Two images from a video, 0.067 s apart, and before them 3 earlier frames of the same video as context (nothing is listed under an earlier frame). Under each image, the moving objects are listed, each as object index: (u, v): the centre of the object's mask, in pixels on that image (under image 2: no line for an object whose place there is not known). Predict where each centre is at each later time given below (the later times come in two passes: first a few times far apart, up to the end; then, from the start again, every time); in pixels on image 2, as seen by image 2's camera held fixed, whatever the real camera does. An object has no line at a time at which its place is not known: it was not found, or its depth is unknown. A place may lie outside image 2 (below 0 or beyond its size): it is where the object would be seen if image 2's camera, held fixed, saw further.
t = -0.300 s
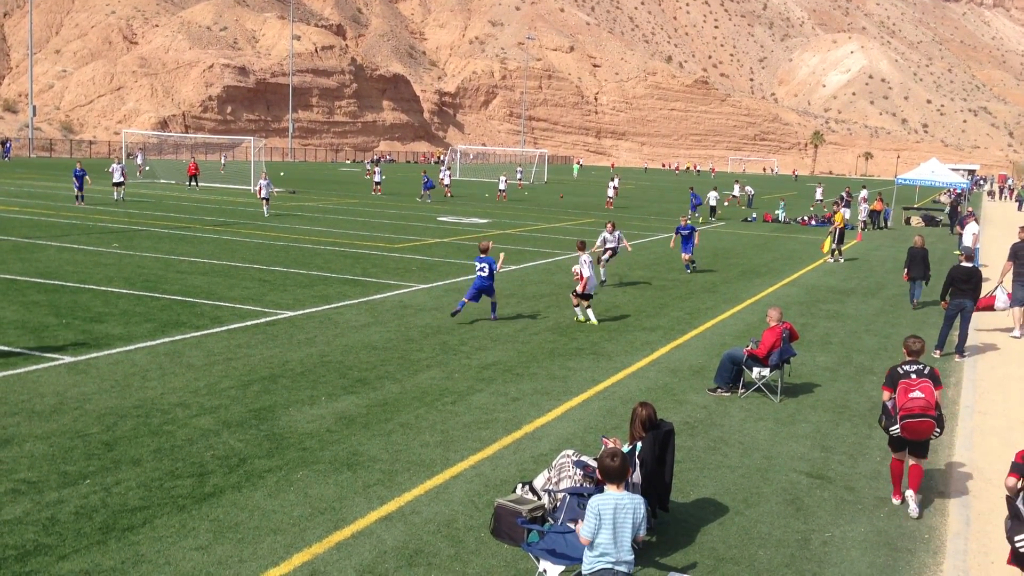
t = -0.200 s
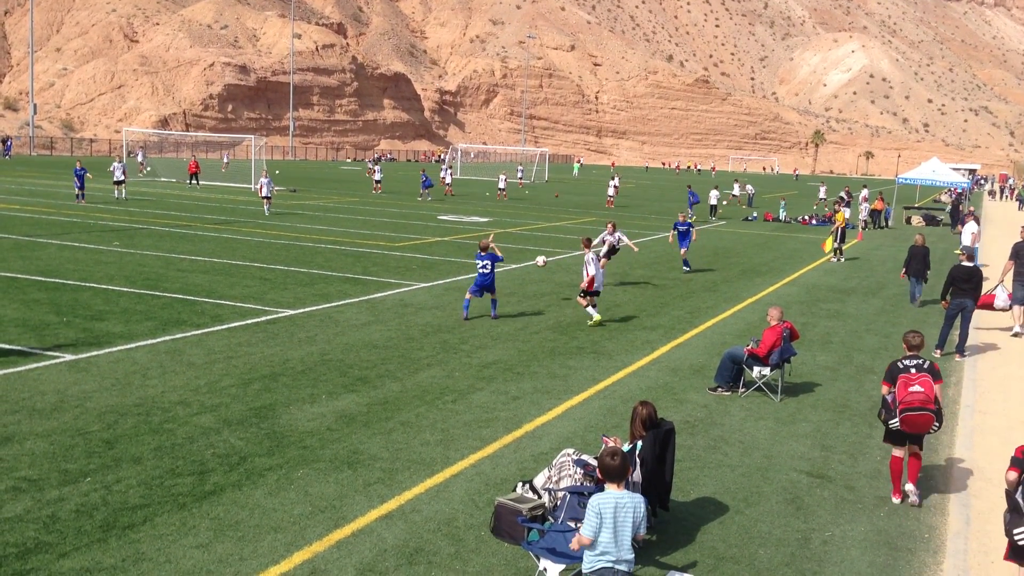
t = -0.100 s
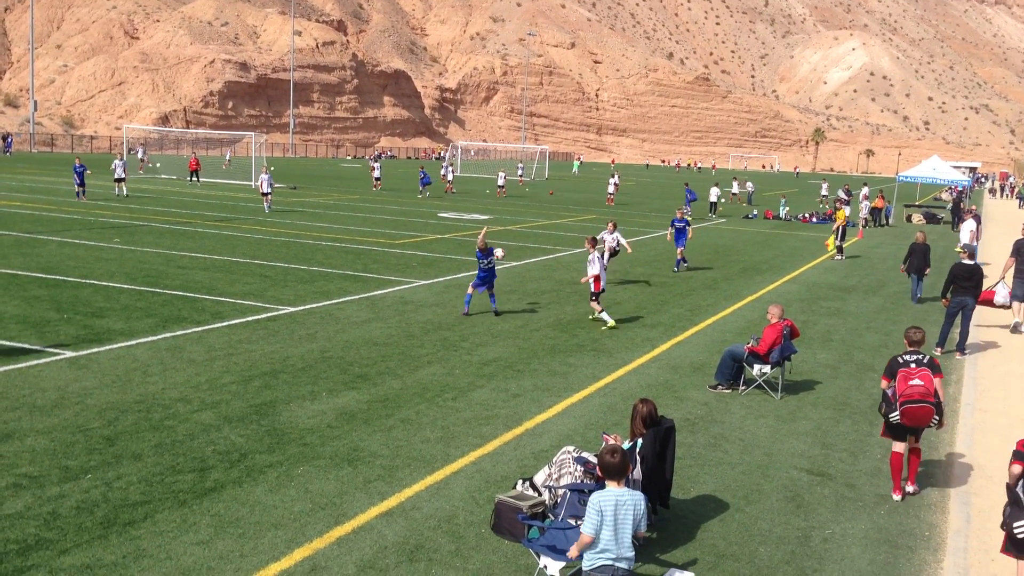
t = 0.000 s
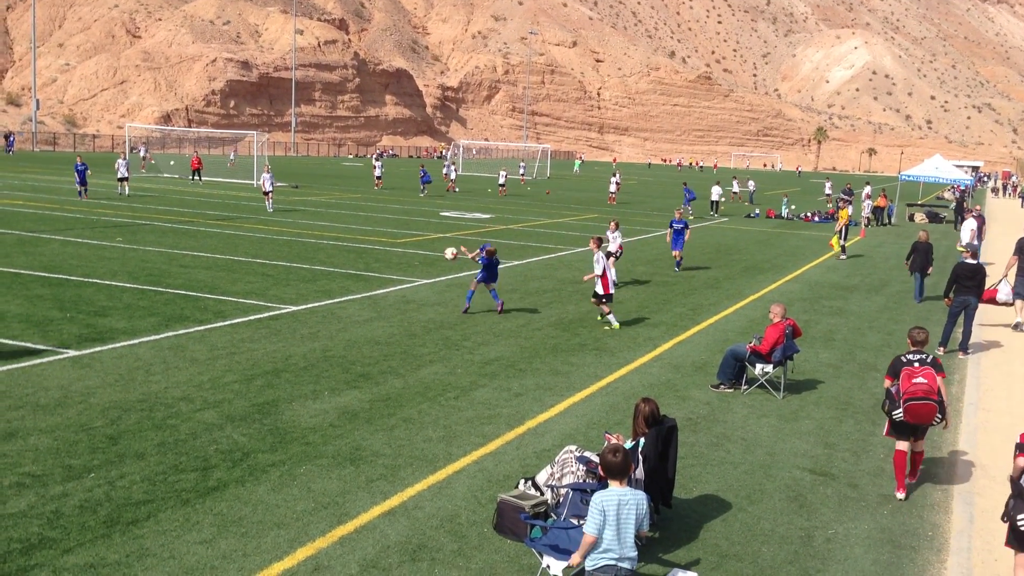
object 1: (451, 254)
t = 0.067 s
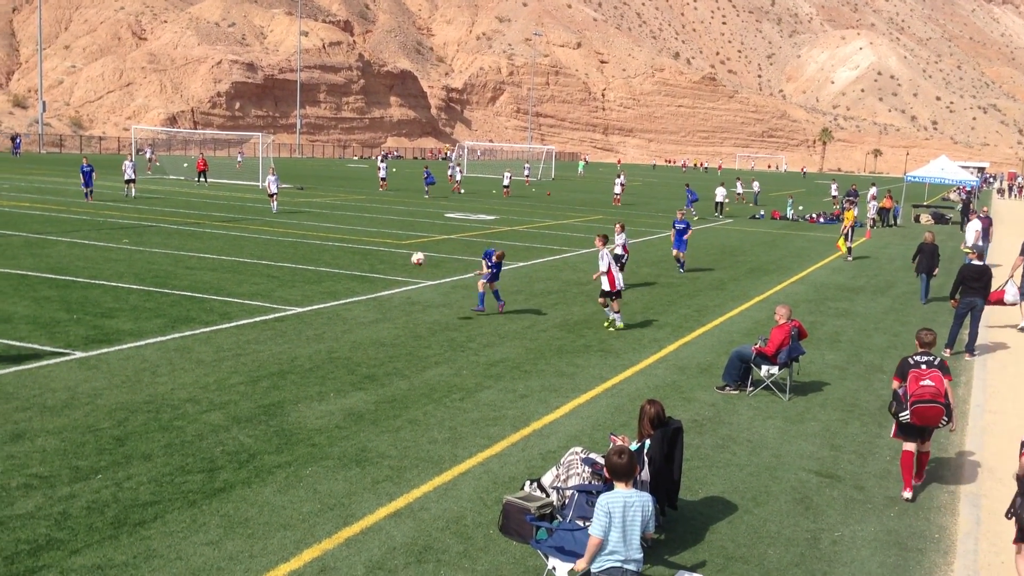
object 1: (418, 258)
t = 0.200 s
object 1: (330, 275)
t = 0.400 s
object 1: (160, 330)
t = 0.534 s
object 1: (25, 368)
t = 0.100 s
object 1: (398, 261)
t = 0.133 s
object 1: (376, 265)
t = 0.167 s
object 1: (354, 269)
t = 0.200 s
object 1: (330, 275)
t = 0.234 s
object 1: (306, 281)
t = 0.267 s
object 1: (280, 288)
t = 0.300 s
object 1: (252, 297)
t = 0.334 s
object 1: (223, 307)
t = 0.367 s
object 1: (193, 318)
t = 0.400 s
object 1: (160, 330)
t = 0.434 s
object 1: (125, 345)
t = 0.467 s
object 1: (88, 360)
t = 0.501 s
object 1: (52, 373)
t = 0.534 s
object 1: (25, 368)
